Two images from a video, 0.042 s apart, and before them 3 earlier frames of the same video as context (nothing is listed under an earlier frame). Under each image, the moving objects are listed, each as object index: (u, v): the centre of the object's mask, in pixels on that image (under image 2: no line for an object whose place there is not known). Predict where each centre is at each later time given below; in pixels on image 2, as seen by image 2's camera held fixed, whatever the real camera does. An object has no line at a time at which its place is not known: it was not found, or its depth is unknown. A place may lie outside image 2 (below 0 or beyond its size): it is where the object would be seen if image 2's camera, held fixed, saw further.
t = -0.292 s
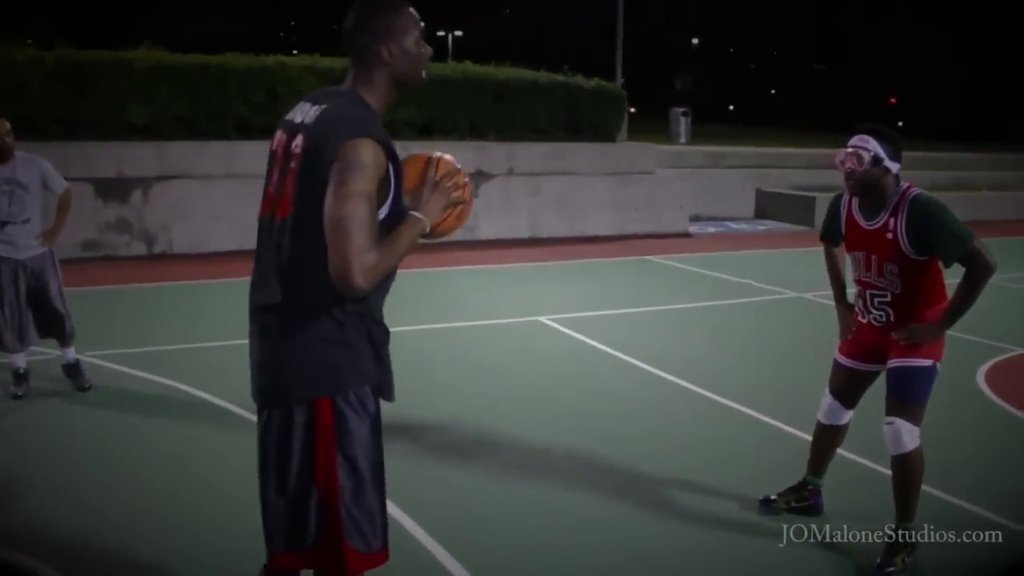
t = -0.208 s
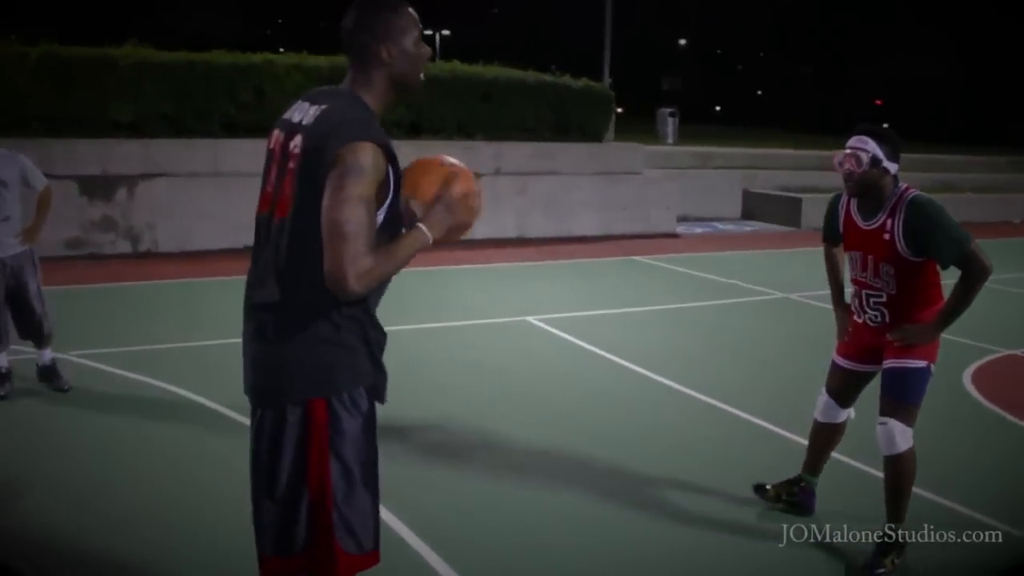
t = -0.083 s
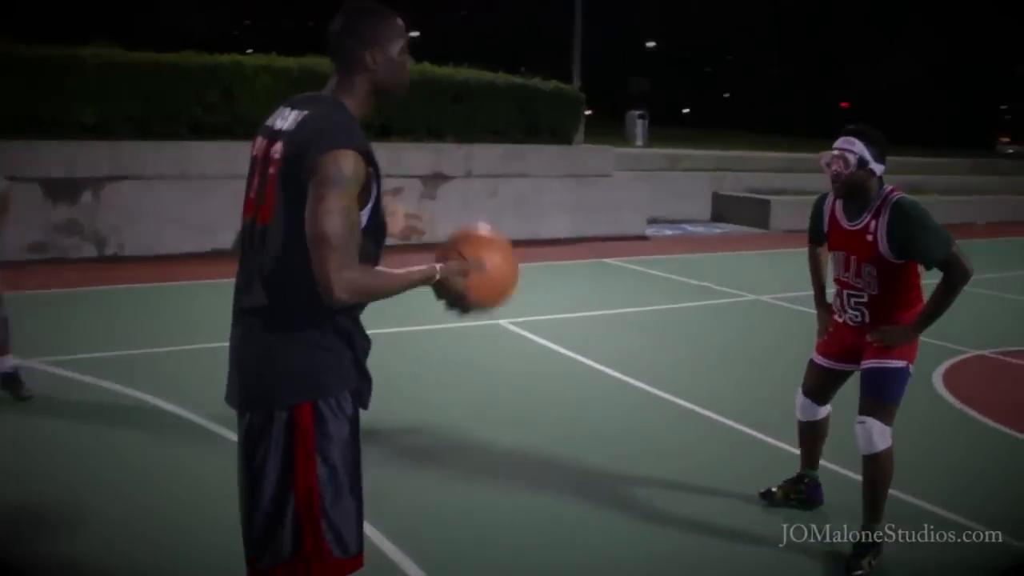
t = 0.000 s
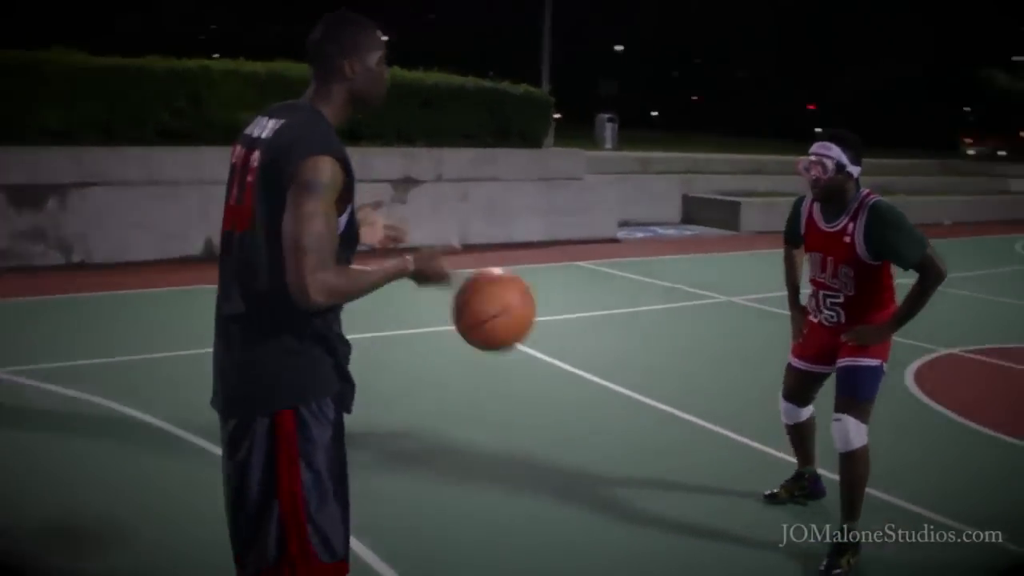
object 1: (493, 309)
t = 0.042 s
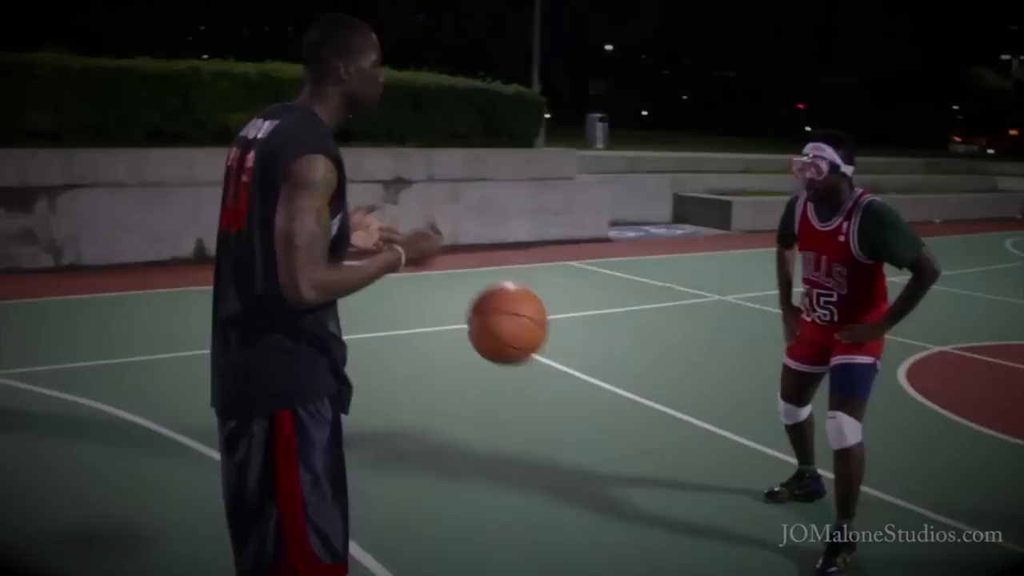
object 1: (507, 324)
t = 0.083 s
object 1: (535, 351)
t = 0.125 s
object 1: (551, 371)
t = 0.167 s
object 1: (576, 408)
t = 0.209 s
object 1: (591, 434)
